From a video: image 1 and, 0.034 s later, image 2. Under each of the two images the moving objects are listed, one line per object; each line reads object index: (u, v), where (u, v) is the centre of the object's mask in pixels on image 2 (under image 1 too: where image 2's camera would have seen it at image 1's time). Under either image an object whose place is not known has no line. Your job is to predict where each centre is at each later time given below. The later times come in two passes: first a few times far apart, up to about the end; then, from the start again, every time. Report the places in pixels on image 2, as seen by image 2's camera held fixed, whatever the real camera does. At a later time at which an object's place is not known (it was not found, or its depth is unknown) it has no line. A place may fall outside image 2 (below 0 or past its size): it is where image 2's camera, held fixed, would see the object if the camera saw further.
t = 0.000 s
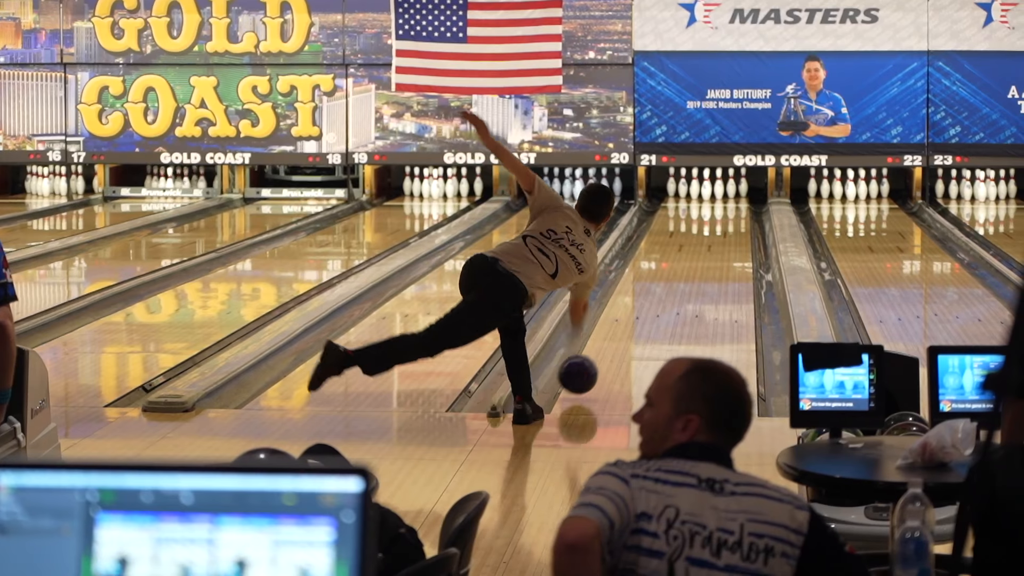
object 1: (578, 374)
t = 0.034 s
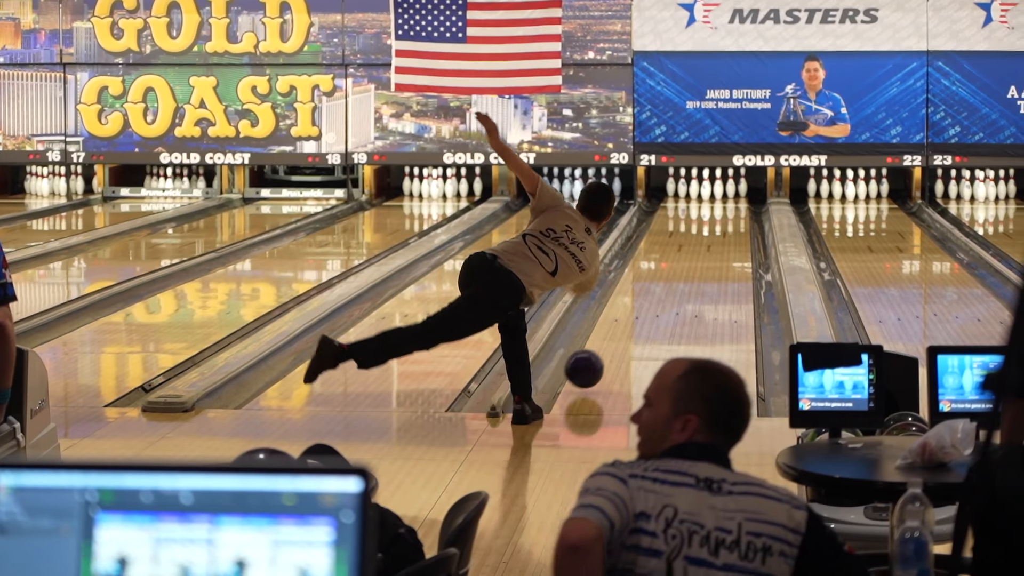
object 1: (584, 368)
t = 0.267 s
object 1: (625, 333)
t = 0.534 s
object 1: (660, 298)
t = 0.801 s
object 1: (687, 272)
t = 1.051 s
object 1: (707, 254)
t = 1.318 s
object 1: (722, 237)
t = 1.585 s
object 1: (733, 223)
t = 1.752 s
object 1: (735, 215)
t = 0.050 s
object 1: (587, 366)
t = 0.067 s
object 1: (591, 365)
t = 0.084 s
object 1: (594, 363)
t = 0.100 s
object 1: (597, 361)
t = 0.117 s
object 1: (600, 357)
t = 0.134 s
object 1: (603, 354)
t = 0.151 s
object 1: (606, 352)
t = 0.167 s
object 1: (609, 349)
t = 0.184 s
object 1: (612, 346)
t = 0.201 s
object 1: (615, 344)
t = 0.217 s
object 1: (617, 341)
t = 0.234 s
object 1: (620, 338)
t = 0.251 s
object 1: (623, 336)
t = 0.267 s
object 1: (625, 333)
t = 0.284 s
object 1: (628, 330)
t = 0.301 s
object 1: (630, 328)
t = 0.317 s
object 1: (632, 326)
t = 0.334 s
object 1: (635, 323)
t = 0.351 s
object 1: (637, 321)
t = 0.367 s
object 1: (640, 319)
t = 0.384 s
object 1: (642, 316)
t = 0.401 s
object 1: (644, 314)
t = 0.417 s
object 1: (646, 312)
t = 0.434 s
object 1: (648, 310)
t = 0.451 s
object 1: (650, 308)
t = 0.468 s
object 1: (652, 306)
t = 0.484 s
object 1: (654, 304)
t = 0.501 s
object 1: (656, 302)
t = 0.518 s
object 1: (658, 300)
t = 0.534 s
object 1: (660, 298)
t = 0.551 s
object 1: (662, 296)
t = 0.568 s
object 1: (664, 295)
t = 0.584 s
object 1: (666, 293)
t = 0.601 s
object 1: (667, 291)
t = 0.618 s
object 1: (669, 289)
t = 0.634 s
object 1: (671, 287)
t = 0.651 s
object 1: (673, 286)
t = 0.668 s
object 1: (674, 284)
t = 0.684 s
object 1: (676, 283)
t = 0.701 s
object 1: (677, 281)
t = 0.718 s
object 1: (679, 280)
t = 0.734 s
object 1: (681, 278)
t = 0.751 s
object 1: (682, 277)
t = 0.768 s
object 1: (684, 275)
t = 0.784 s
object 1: (685, 274)
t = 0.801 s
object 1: (687, 272)
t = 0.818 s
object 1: (688, 271)
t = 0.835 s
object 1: (690, 270)
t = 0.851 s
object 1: (691, 268)
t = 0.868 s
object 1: (692, 267)
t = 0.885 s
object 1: (694, 266)
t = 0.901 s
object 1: (695, 264)
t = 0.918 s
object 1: (697, 263)
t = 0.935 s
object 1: (698, 262)
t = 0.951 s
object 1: (699, 261)
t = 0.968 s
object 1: (700, 259)
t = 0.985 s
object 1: (702, 258)
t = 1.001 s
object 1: (703, 257)
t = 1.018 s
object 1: (704, 256)
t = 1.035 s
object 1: (705, 255)
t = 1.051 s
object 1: (707, 254)
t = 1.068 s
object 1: (708, 252)
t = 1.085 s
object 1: (709, 251)
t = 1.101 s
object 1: (710, 250)
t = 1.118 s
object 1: (711, 249)
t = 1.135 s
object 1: (712, 248)
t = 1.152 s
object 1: (713, 247)
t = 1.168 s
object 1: (714, 246)
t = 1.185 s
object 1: (715, 245)
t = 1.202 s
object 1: (716, 244)
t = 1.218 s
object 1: (717, 243)
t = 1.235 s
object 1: (718, 242)
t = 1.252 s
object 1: (719, 241)
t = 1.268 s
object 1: (720, 240)
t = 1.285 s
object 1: (721, 239)
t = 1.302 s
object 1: (721, 238)
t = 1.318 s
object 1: (722, 237)
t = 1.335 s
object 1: (724, 236)
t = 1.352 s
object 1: (724, 235)
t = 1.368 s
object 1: (725, 234)
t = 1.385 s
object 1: (725, 233)
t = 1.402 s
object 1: (726, 232)
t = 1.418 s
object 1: (727, 232)
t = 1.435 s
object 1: (728, 231)
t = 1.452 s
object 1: (729, 230)
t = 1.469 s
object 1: (729, 229)
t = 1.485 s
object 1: (730, 228)
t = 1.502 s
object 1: (730, 227)
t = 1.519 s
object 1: (731, 226)
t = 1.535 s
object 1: (731, 226)
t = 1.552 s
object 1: (732, 225)
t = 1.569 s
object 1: (733, 224)
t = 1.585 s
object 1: (733, 223)
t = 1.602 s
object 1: (733, 223)
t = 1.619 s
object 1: (734, 222)
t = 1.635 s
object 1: (734, 220)
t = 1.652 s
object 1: (735, 220)
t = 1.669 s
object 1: (734, 219)
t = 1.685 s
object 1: (735, 219)
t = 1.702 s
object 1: (735, 218)
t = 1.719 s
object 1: (735, 217)
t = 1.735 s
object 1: (735, 216)
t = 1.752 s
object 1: (735, 215)
